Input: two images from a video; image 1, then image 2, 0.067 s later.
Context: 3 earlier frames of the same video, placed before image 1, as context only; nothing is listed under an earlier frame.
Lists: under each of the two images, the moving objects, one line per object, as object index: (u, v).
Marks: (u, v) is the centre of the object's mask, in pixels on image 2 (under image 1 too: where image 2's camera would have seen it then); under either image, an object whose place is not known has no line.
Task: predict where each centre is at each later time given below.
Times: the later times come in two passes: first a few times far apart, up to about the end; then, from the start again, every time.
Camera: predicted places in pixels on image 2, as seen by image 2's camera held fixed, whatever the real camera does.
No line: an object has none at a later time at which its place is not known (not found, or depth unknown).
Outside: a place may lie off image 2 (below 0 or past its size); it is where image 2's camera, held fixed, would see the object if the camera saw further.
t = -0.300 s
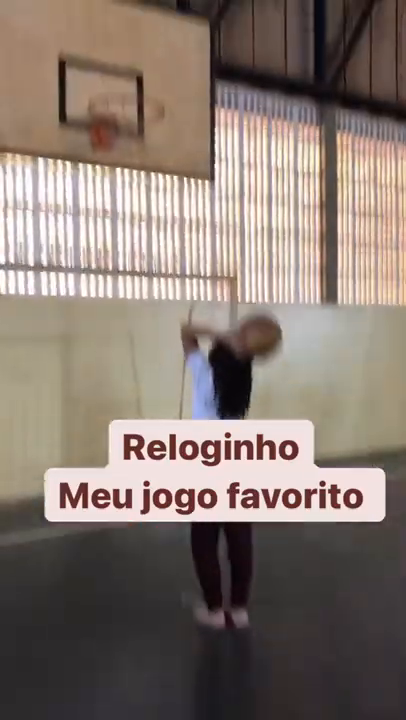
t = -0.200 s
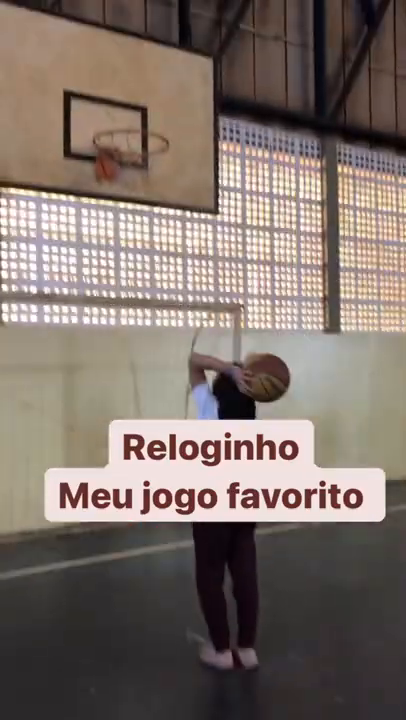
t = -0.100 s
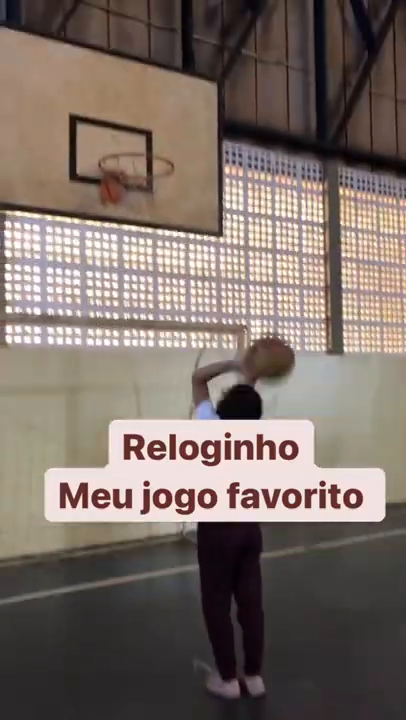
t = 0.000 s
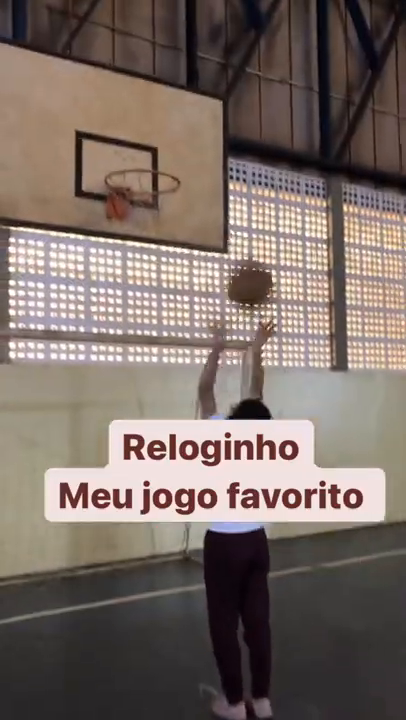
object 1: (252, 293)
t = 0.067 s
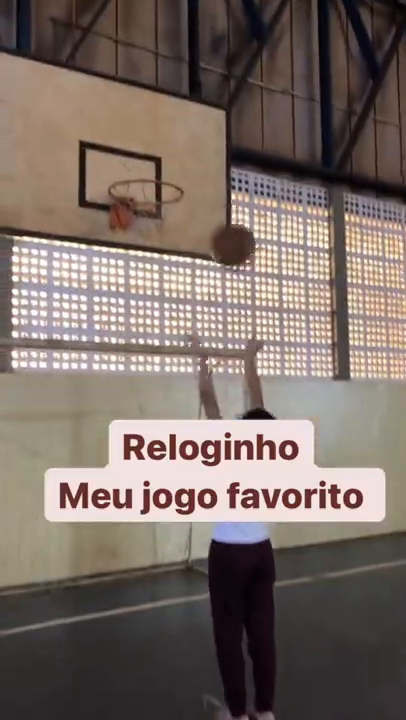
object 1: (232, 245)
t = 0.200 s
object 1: (197, 180)
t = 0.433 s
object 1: (145, 152)
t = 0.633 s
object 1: (110, 170)
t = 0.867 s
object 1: (101, 171)
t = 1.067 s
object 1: (70, 195)
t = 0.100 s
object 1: (223, 224)
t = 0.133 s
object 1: (214, 207)
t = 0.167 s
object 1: (206, 193)
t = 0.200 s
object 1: (197, 180)
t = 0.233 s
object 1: (189, 170)
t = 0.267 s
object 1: (181, 163)
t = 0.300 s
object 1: (173, 157)
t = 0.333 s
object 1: (166, 154)
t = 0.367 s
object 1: (158, 151)
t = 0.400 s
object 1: (151, 151)
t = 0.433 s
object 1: (145, 152)
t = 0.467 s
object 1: (138, 156)
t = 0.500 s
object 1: (131, 160)
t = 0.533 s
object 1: (124, 165)
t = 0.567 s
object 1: (118, 175)
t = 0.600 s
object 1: (114, 173)
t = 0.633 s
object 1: (110, 170)
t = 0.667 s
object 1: (106, 169)
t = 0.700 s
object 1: (103, 168)
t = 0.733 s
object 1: (103, 166)
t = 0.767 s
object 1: (102, 165)
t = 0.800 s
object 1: (102, 165)
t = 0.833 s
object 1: (102, 168)
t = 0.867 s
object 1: (101, 171)
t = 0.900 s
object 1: (100, 176)
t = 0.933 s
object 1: (94, 177)
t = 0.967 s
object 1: (88, 179)
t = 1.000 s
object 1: (83, 183)
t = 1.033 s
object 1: (77, 188)
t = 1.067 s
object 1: (70, 195)
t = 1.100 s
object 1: (66, 204)
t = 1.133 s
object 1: (61, 214)
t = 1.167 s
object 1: (55, 226)
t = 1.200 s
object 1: (49, 241)
